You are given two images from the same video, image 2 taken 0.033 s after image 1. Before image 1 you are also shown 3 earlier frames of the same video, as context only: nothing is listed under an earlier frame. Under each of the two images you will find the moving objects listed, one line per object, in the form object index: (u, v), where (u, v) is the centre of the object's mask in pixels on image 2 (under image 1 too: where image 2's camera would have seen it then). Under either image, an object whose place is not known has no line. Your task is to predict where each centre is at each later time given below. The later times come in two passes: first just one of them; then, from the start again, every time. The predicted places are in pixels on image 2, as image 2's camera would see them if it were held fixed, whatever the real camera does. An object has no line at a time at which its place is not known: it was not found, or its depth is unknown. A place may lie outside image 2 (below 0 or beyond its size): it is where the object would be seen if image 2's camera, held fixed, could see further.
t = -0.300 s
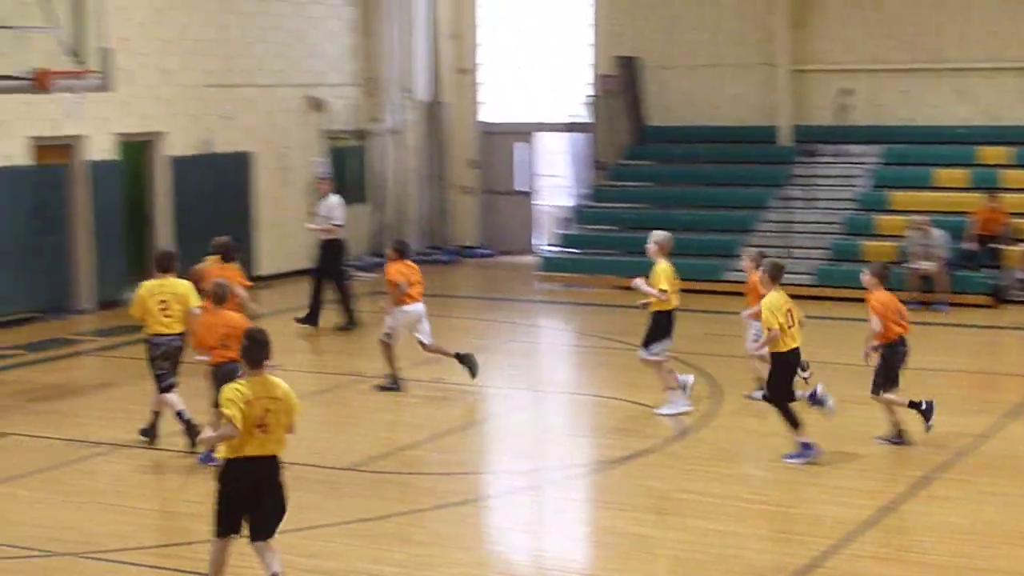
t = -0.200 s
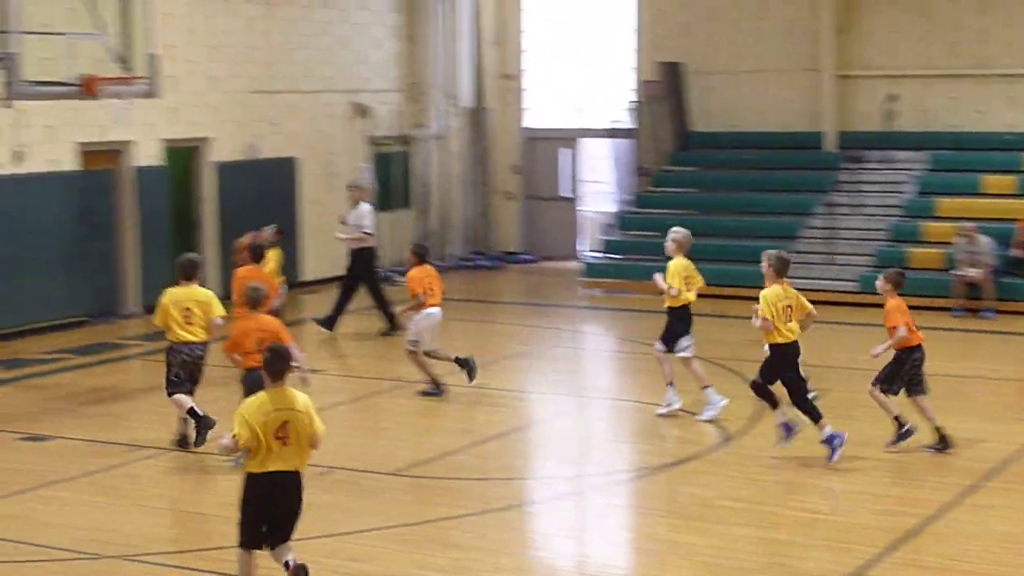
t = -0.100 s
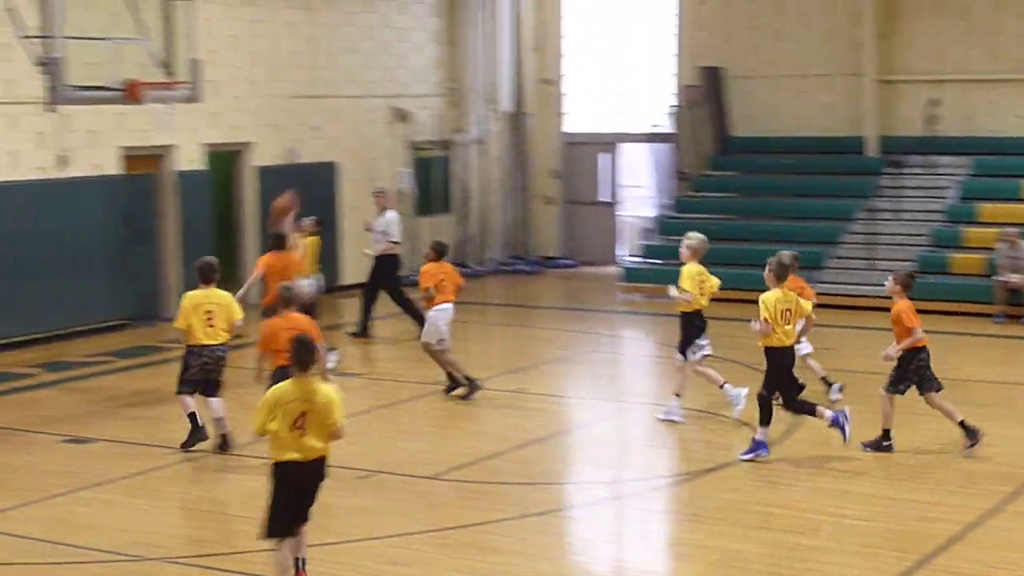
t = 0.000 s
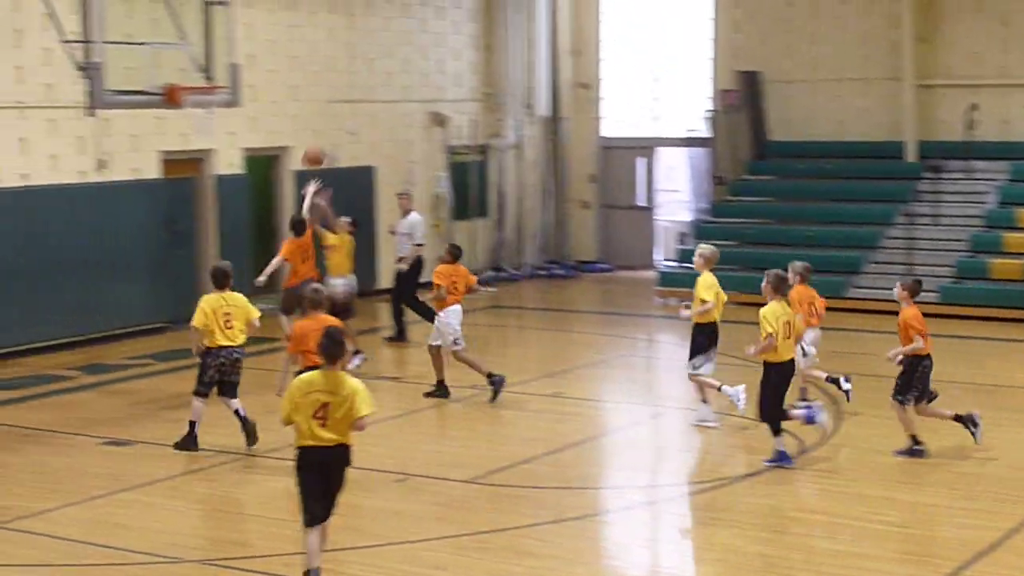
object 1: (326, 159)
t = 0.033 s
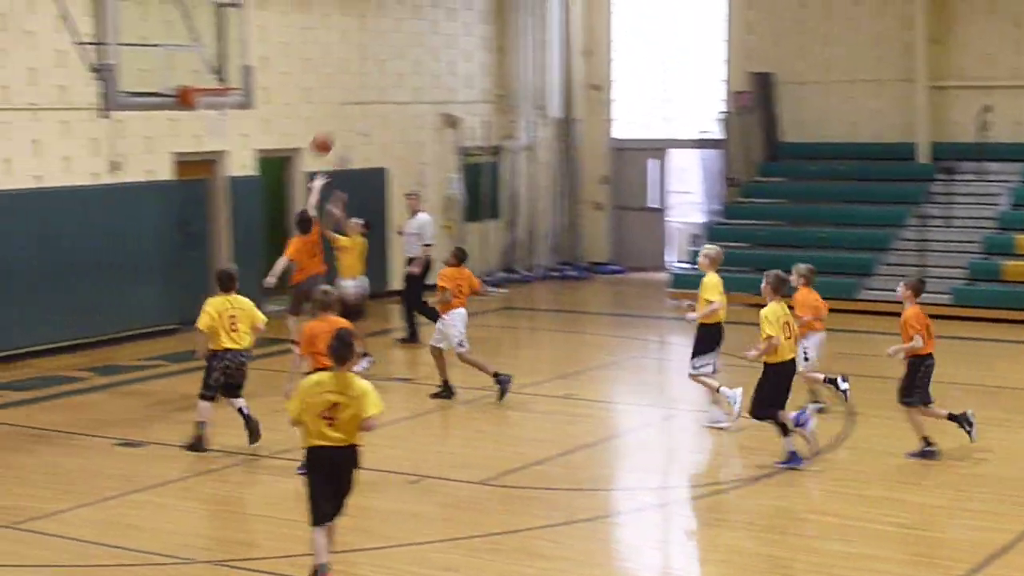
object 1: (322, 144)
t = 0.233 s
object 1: (300, 72)
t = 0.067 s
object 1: (318, 130)
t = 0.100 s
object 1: (314, 117)
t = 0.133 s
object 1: (311, 104)
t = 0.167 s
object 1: (307, 93)
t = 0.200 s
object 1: (303, 82)
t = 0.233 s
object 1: (300, 72)
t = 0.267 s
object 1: (297, 64)
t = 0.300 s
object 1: (292, 57)
